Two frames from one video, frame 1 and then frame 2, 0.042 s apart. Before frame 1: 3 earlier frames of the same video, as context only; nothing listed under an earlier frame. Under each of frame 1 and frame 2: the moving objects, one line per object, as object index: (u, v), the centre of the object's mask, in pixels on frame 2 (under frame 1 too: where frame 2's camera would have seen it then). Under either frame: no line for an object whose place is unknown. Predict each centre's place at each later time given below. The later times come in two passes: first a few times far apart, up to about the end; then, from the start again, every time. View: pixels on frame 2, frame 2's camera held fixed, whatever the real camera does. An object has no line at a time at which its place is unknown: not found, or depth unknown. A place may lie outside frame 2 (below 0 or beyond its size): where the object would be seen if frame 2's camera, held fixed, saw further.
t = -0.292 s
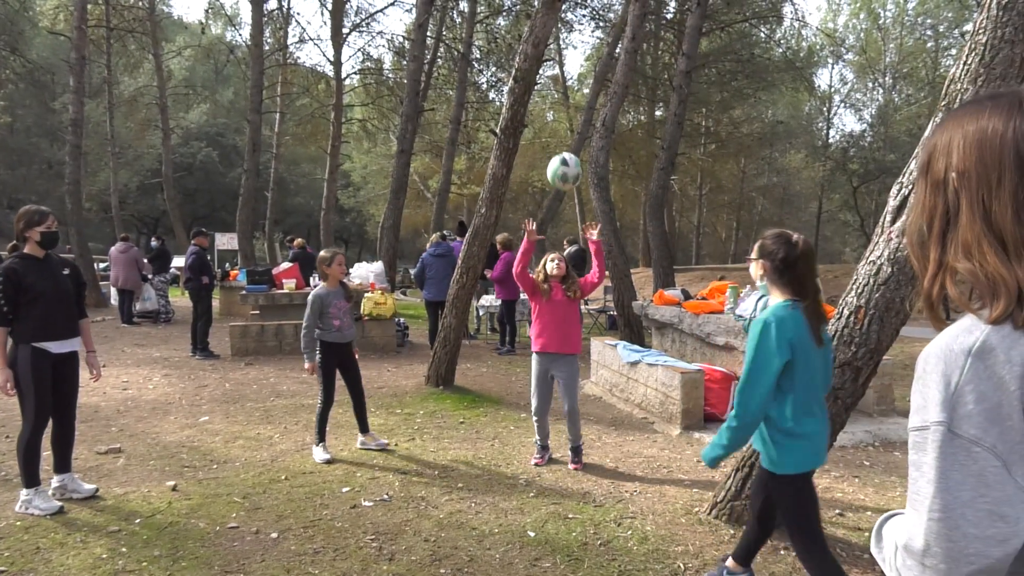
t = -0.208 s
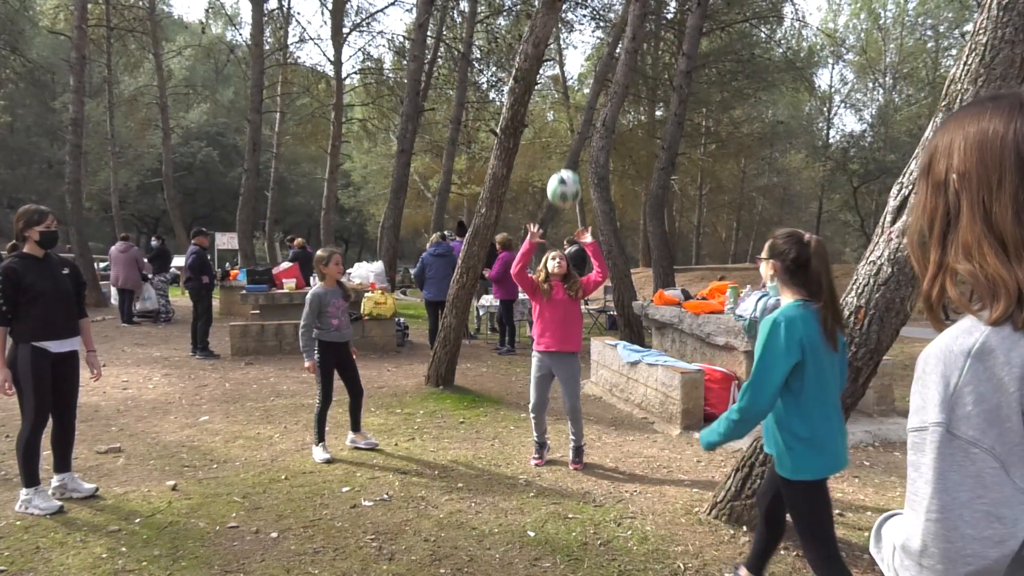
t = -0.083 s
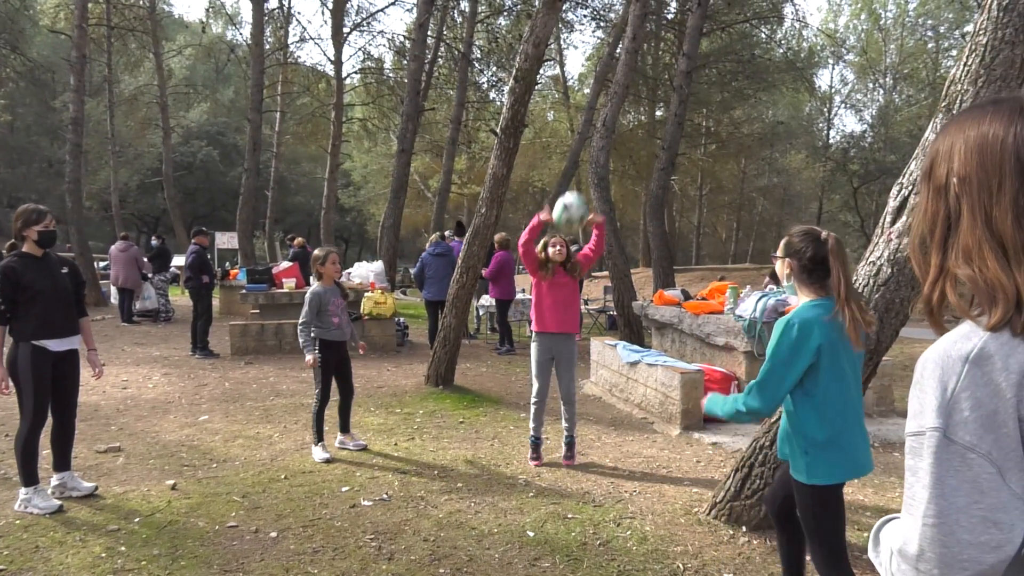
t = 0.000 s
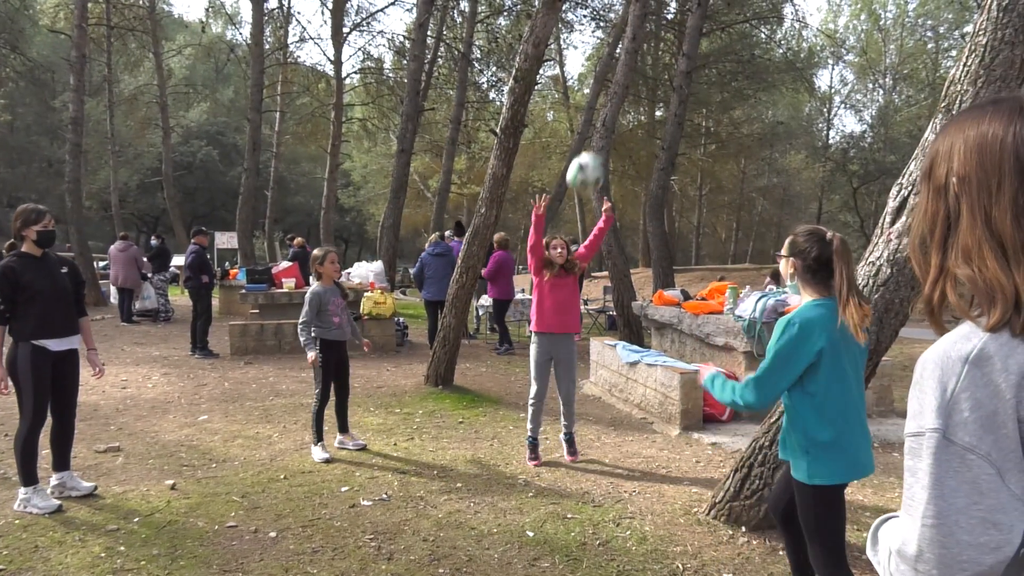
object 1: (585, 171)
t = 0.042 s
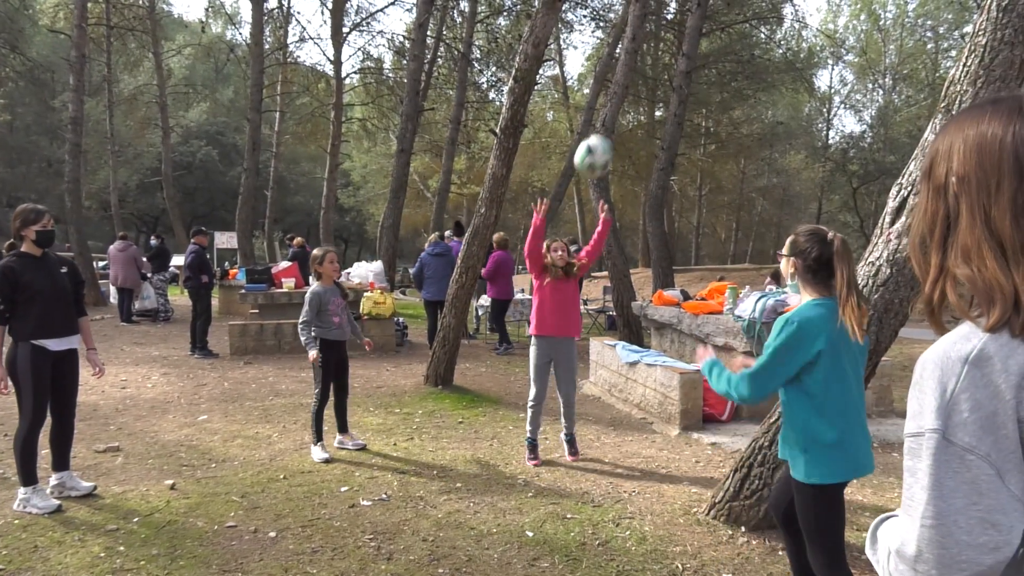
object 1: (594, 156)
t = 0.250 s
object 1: (642, 104)
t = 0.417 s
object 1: (691, 115)
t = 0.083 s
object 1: (602, 141)
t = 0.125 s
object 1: (611, 129)
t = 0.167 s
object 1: (621, 118)
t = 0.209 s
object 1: (631, 110)
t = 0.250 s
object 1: (642, 104)
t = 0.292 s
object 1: (653, 102)
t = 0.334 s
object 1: (665, 103)
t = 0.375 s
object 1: (677, 107)
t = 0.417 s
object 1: (691, 115)
